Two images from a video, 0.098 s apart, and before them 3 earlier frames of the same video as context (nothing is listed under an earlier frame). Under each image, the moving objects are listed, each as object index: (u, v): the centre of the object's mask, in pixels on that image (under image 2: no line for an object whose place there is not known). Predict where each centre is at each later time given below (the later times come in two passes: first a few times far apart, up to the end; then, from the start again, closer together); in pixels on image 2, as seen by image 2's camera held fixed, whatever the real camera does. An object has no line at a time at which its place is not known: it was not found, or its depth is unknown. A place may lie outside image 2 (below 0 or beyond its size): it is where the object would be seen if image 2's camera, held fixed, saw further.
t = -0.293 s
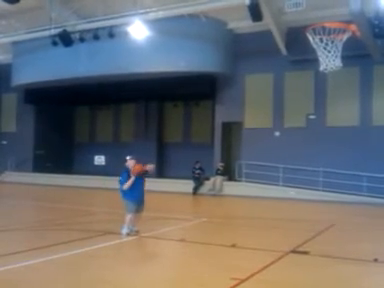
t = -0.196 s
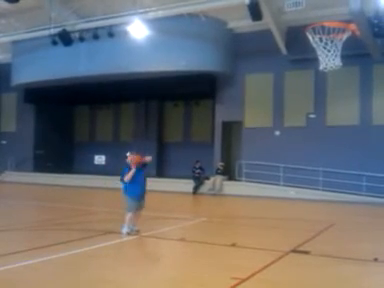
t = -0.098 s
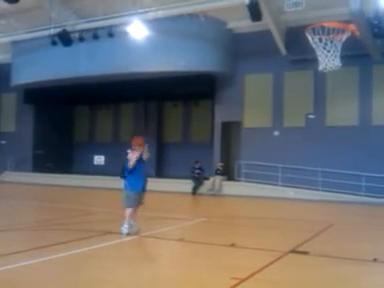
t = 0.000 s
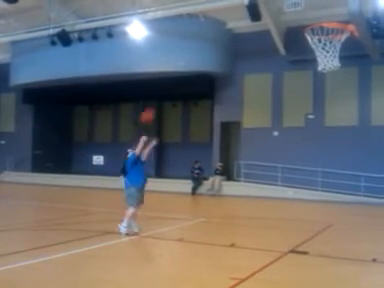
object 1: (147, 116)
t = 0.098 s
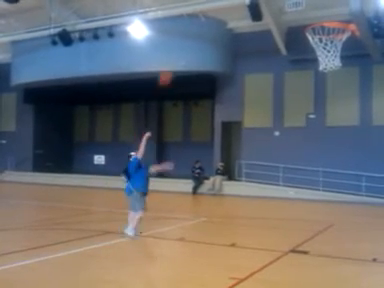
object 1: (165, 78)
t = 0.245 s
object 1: (183, 47)
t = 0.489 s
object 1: (216, 14)
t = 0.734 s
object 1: (256, 12)
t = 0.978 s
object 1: (305, 55)
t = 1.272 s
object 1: (382, 208)
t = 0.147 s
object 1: (170, 66)
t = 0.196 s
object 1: (177, 56)
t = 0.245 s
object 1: (183, 47)
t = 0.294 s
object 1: (189, 38)
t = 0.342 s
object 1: (195, 30)
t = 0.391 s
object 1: (201, 23)
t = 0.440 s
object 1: (208, 19)
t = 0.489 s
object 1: (216, 14)
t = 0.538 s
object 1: (224, 12)
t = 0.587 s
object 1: (231, 10)
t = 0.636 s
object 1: (240, 10)
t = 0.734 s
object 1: (256, 12)
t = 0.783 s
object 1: (265, 17)
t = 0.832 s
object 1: (275, 23)
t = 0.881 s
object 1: (283, 31)
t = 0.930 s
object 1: (295, 41)
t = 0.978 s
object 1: (305, 55)
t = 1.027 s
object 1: (316, 72)
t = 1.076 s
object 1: (330, 91)
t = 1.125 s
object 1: (344, 114)
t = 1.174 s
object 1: (356, 140)
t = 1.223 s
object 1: (372, 170)
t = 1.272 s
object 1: (382, 208)
